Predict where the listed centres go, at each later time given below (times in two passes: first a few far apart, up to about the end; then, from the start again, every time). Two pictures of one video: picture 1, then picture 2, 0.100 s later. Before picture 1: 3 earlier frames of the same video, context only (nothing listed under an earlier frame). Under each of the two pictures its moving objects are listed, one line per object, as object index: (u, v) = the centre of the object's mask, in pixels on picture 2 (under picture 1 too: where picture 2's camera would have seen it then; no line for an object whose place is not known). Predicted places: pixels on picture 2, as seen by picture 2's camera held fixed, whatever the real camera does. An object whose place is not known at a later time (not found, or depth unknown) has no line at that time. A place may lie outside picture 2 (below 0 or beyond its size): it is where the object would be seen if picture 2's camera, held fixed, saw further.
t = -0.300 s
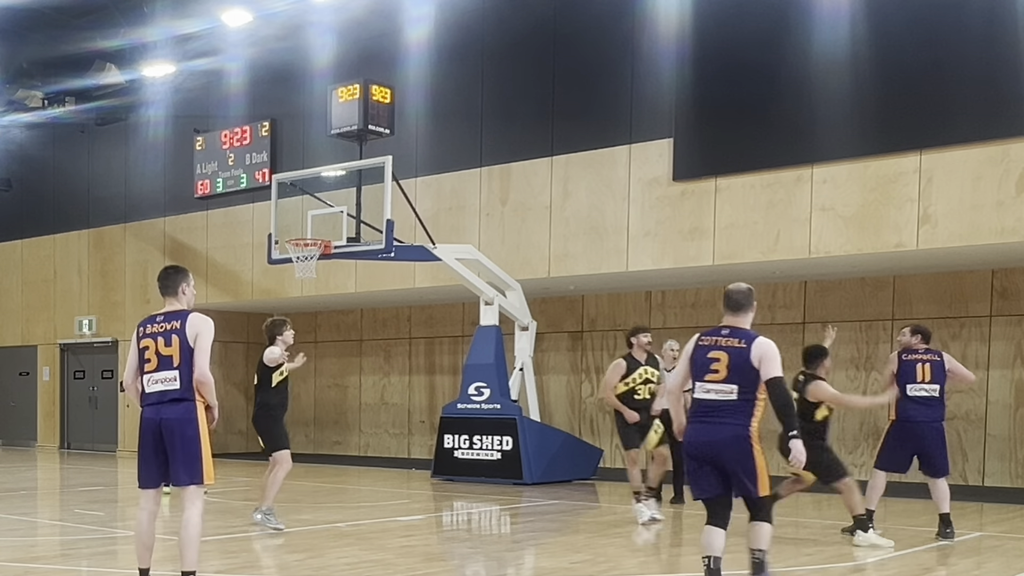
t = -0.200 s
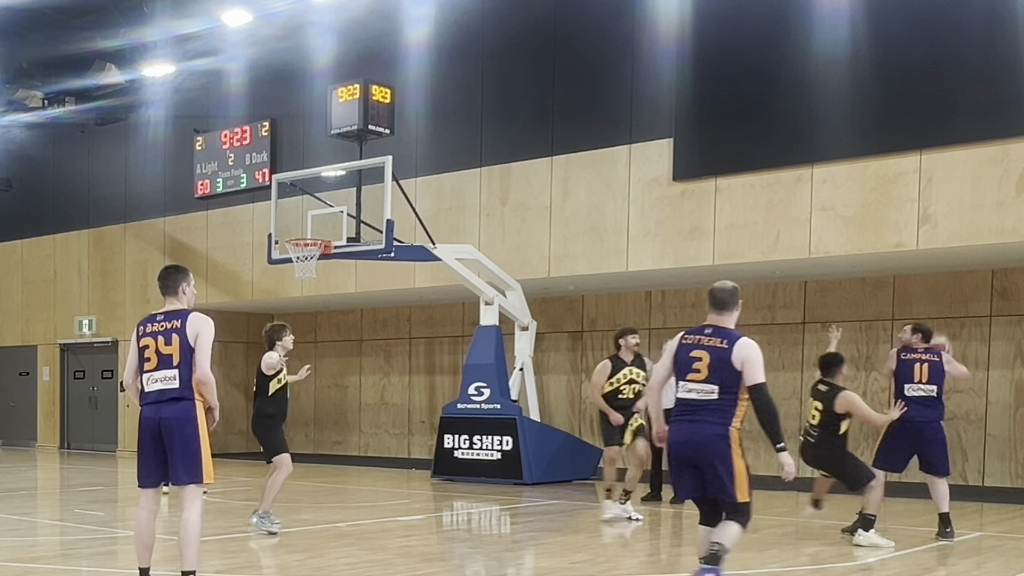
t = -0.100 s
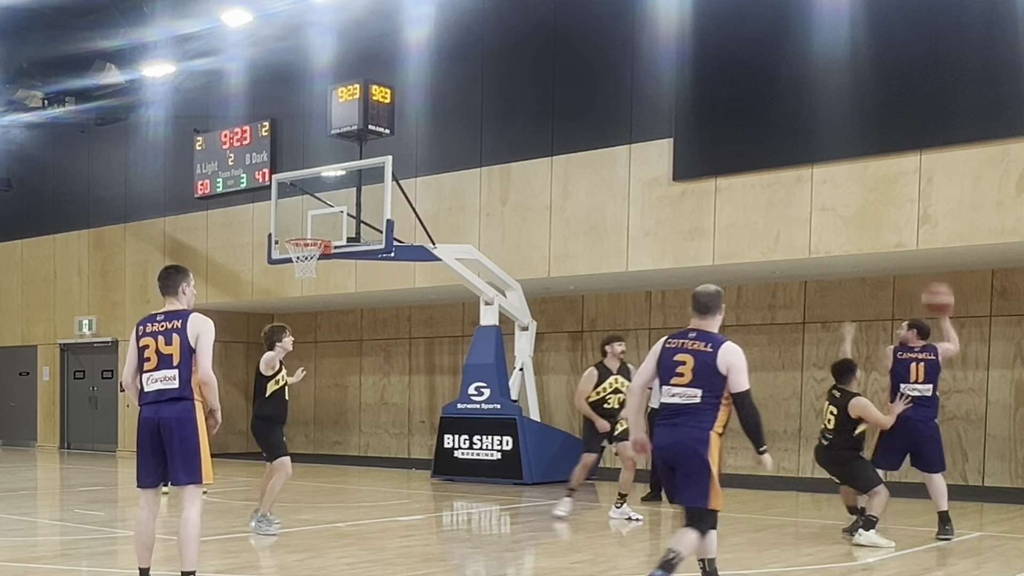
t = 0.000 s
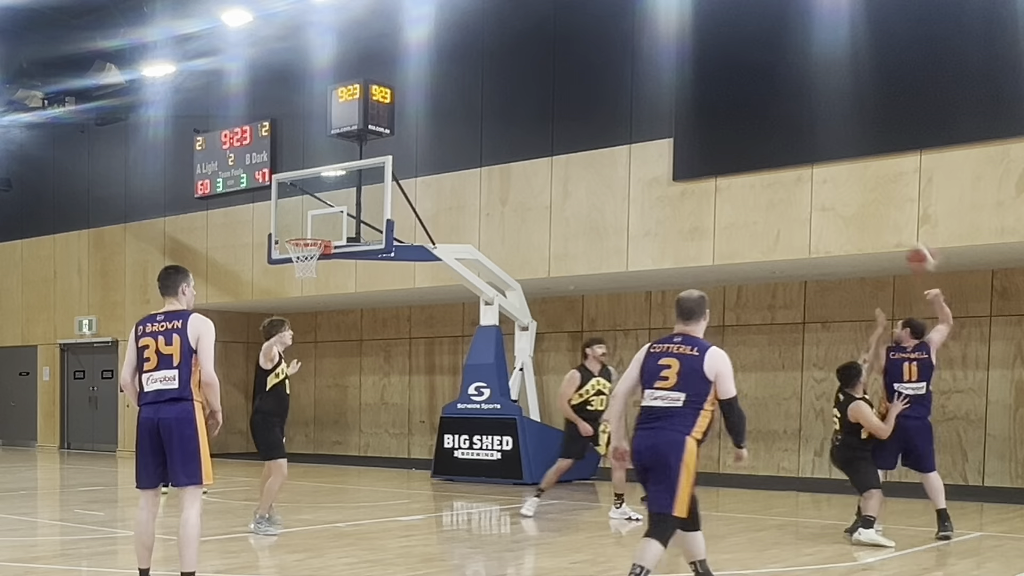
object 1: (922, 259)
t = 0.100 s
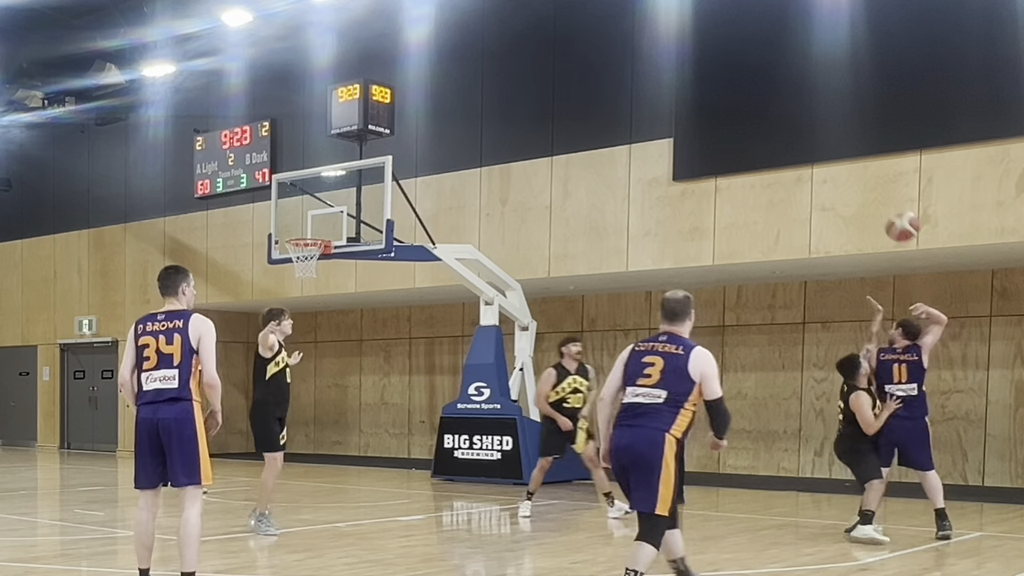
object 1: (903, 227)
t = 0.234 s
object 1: (872, 201)
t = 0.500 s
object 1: (797, 219)
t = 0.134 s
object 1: (895, 218)
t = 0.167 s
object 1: (888, 211)
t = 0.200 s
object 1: (880, 205)
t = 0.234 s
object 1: (872, 201)
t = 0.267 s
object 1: (864, 198)
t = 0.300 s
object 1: (856, 196)
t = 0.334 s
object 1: (847, 196)
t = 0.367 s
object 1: (837, 197)
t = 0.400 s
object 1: (827, 199)
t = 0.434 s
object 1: (817, 204)
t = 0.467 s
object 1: (807, 211)
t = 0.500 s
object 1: (797, 219)
